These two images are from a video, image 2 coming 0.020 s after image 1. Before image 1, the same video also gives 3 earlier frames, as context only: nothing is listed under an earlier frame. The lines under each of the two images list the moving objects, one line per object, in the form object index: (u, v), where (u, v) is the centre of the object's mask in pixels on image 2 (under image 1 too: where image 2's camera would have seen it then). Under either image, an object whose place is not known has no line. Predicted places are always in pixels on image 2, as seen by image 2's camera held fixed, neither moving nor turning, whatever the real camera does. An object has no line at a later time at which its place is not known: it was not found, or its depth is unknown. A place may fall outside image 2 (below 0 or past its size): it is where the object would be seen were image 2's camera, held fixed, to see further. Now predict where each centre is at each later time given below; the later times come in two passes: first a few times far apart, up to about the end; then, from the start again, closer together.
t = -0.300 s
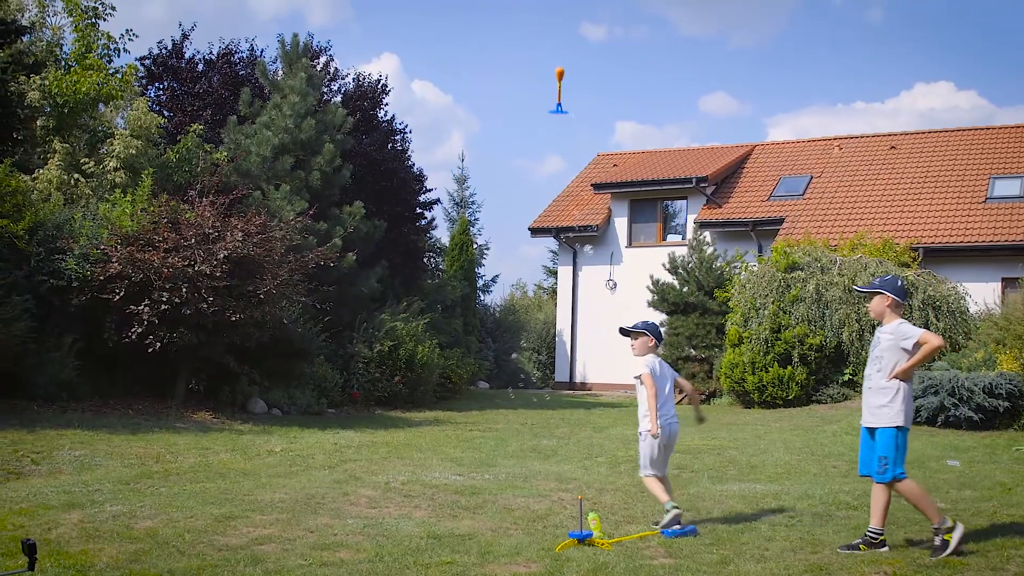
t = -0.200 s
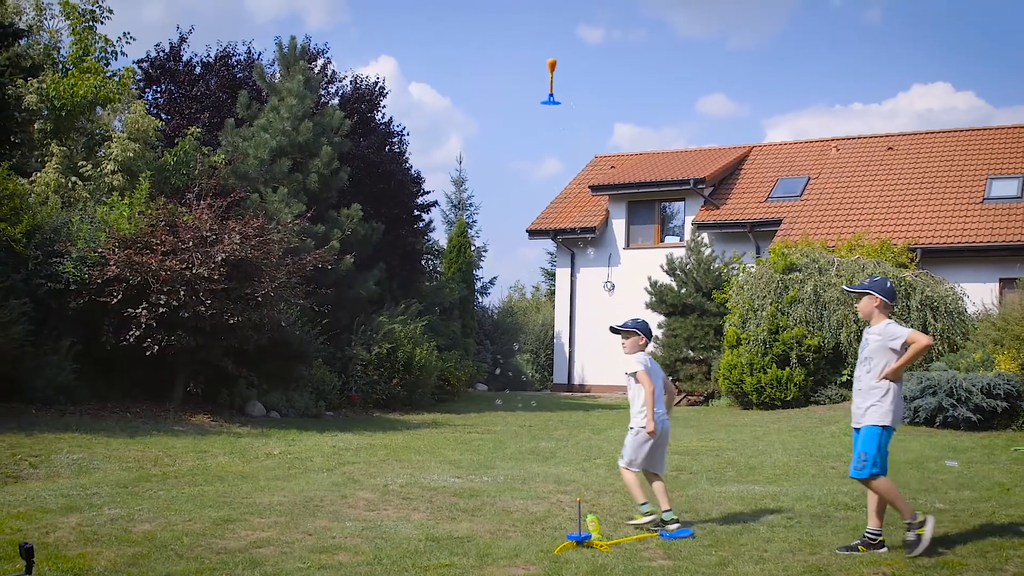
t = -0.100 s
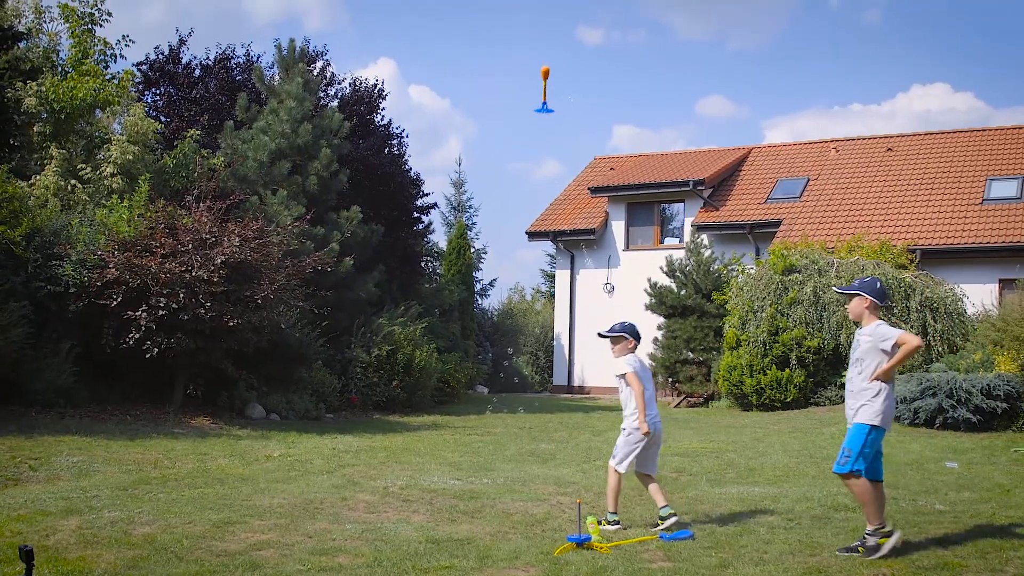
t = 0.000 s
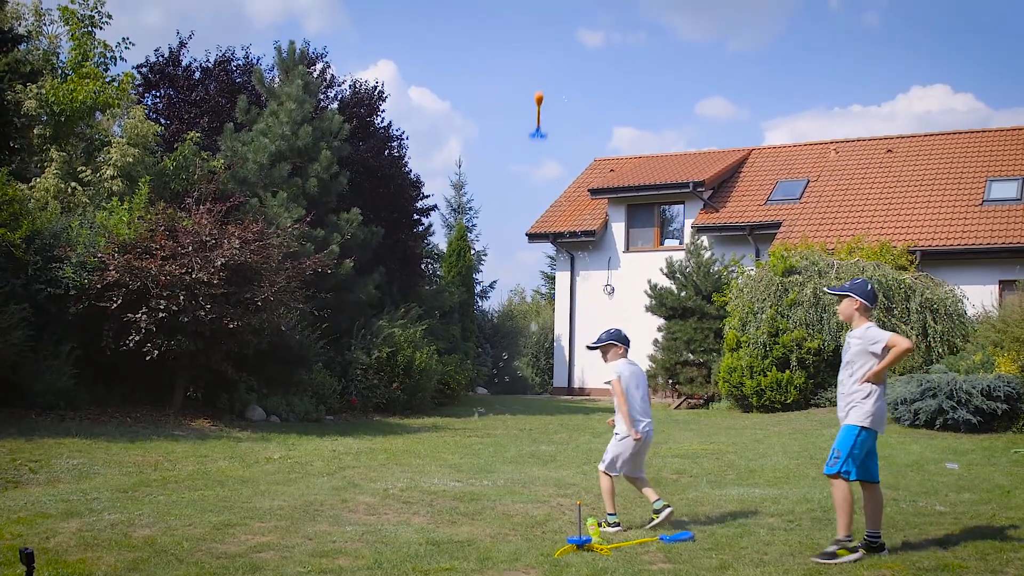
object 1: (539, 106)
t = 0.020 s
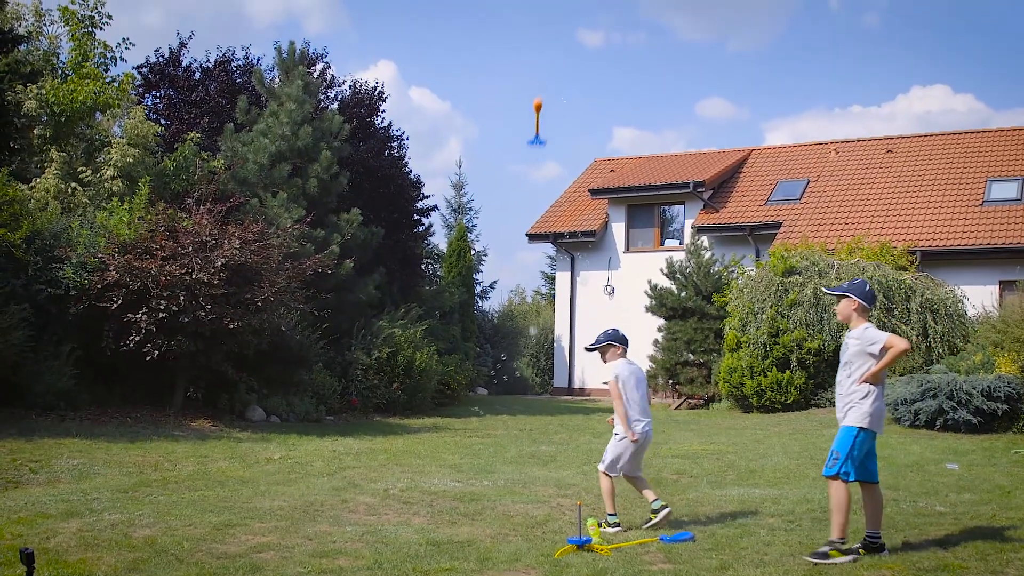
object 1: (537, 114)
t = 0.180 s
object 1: (527, 192)
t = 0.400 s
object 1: (511, 362)
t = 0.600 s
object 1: (499, 498)
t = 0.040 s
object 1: (536, 121)
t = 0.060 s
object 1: (535, 129)
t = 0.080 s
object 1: (533, 137)
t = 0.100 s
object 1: (532, 147)
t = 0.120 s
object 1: (531, 158)
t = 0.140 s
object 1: (529, 168)
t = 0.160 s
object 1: (528, 180)
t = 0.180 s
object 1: (527, 192)
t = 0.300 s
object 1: (519, 278)
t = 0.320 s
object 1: (517, 292)
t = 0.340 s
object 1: (516, 307)
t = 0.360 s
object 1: (514, 325)
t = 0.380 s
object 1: (513, 342)
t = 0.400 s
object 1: (511, 362)
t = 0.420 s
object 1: (510, 380)
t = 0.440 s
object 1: (508, 399)
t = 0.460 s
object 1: (506, 420)
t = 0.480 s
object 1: (505, 441)
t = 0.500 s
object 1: (503, 462)
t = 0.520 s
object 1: (501, 482)
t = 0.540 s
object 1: (499, 503)
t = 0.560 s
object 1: (498, 515)
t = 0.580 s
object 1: (498, 506)
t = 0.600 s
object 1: (499, 498)
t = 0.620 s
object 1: (499, 491)
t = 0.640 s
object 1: (499, 484)
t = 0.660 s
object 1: (499, 479)
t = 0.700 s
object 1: (499, 484)
